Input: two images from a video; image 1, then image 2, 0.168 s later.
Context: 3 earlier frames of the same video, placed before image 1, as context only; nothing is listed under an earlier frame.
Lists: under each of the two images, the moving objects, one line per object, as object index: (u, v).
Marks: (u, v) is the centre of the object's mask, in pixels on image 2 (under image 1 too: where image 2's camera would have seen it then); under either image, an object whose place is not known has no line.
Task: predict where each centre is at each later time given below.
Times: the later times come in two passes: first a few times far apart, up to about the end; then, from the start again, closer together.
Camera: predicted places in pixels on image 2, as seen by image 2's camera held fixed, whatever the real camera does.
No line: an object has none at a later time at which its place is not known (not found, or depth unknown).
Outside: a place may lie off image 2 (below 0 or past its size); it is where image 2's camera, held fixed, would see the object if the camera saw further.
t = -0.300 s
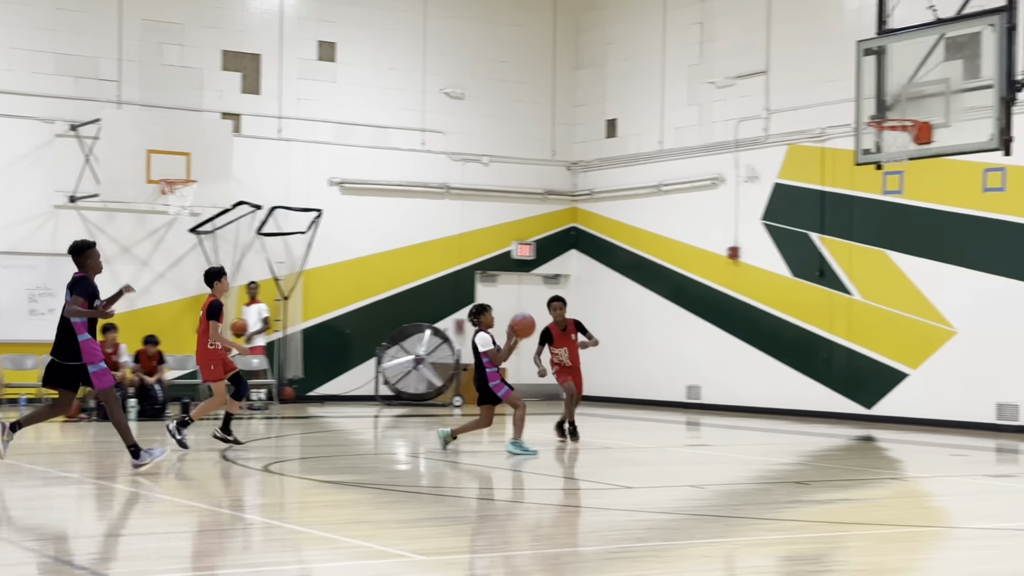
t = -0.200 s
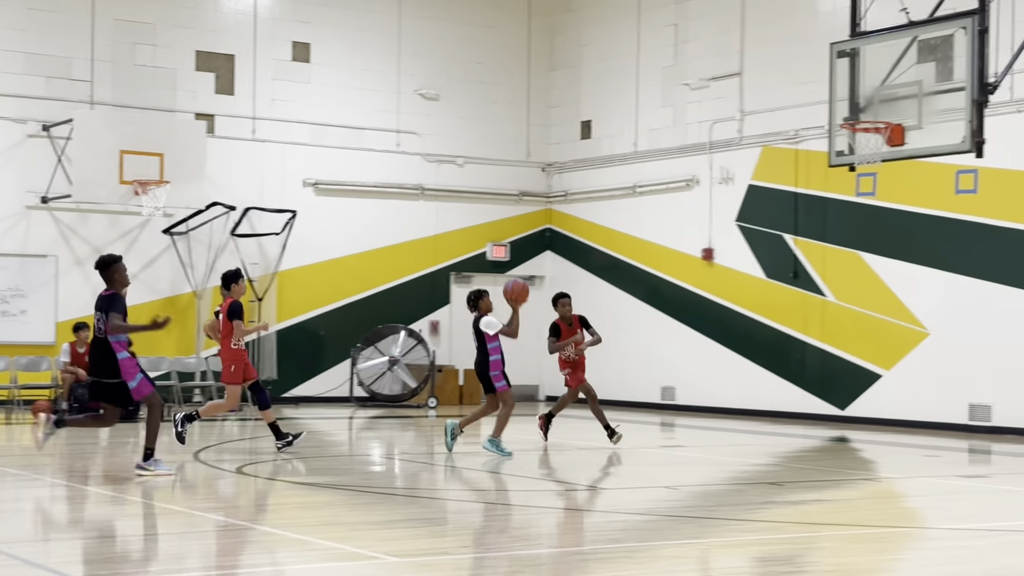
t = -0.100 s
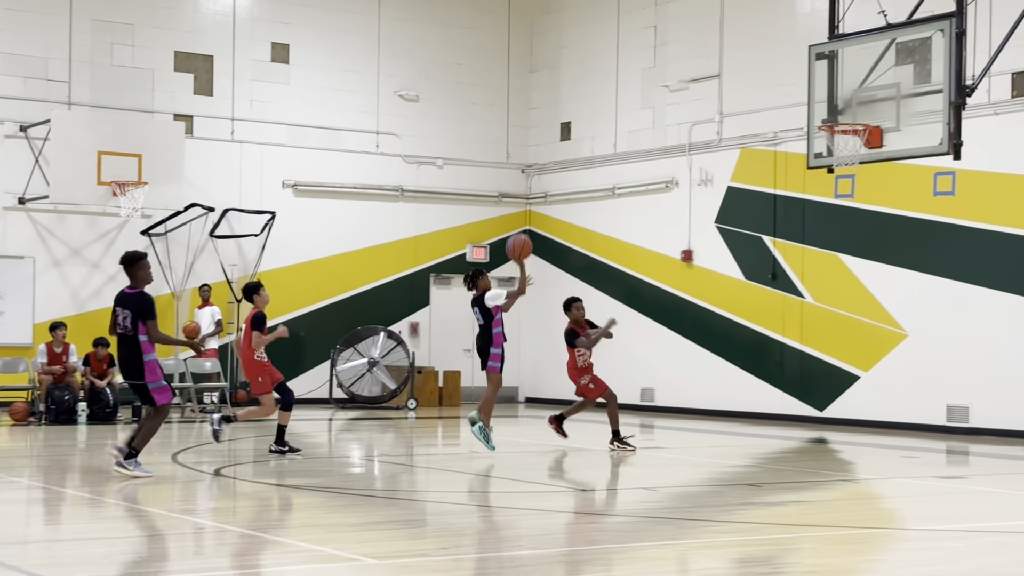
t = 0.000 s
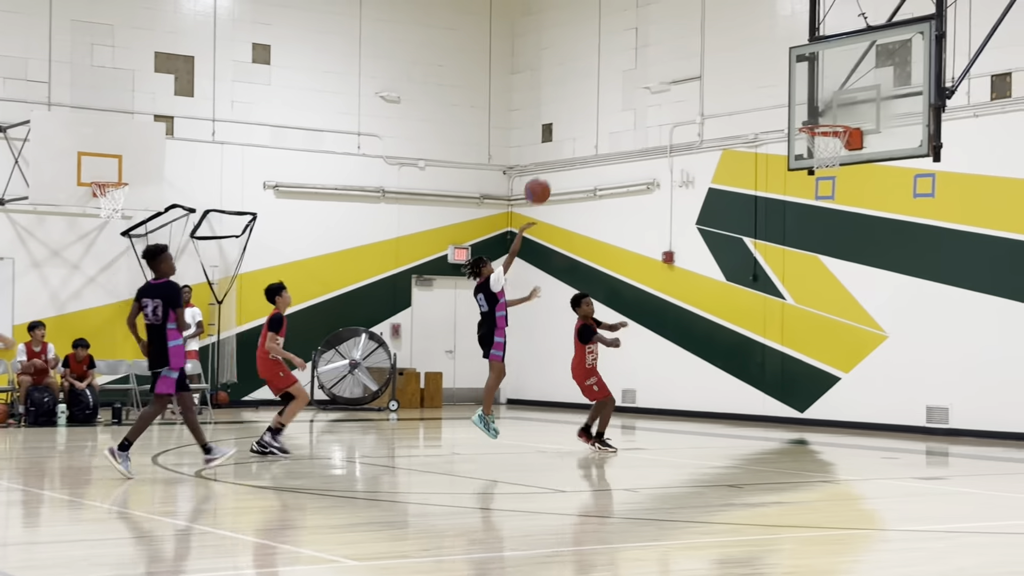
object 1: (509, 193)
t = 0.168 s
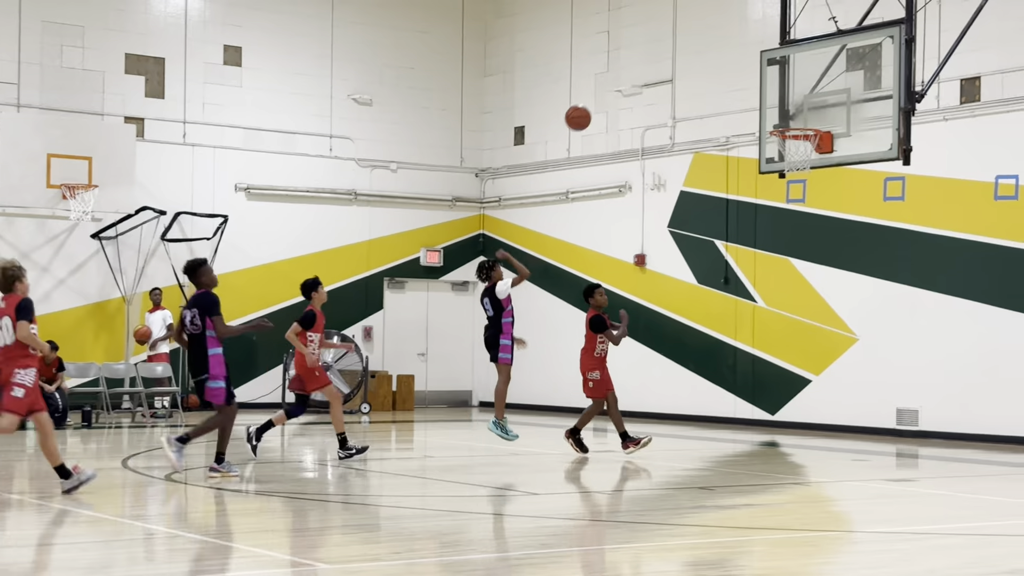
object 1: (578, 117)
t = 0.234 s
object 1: (605, 96)
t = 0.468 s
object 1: (695, 59)
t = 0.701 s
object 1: (784, 79)
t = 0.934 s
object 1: (836, 140)
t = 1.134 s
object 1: (829, 210)
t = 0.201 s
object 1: (591, 106)
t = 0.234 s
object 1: (605, 96)
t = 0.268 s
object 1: (617, 87)
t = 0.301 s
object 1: (631, 79)
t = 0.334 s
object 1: (644, 73)
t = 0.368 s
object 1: (657, 68)
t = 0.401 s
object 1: (670, 64)
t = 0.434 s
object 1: (683, 61)
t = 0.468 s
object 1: (695, 59)
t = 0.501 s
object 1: (708, 58)
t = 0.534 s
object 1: (721, 59)
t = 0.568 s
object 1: (733, 60)
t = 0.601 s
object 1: (746, 63)
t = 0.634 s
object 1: (758, 67)
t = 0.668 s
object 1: (771, 72)
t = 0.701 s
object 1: (784, 79)
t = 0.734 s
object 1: (796, 86)
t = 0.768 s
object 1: (808, 95)
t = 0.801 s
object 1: (821, 104)
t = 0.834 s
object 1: (833, 115)
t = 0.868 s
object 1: (839, 125)
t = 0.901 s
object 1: (836, 133)
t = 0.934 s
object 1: (836, 140)
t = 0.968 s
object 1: (834, 148)
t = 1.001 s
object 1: (832, 158)
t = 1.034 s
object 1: (831, 170)
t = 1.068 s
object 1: (831, 181)
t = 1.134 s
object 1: (829, 210)
